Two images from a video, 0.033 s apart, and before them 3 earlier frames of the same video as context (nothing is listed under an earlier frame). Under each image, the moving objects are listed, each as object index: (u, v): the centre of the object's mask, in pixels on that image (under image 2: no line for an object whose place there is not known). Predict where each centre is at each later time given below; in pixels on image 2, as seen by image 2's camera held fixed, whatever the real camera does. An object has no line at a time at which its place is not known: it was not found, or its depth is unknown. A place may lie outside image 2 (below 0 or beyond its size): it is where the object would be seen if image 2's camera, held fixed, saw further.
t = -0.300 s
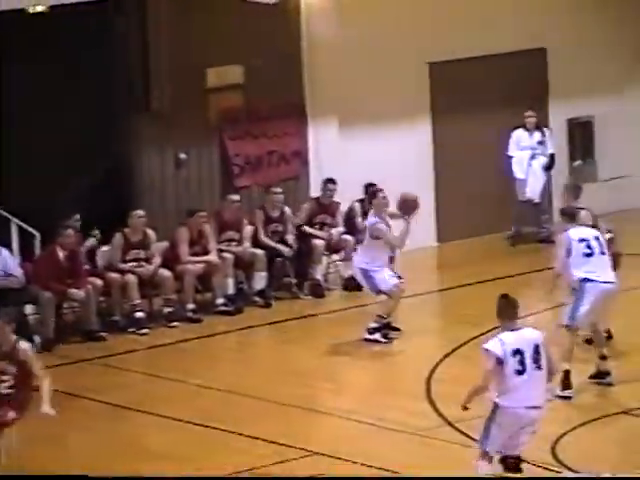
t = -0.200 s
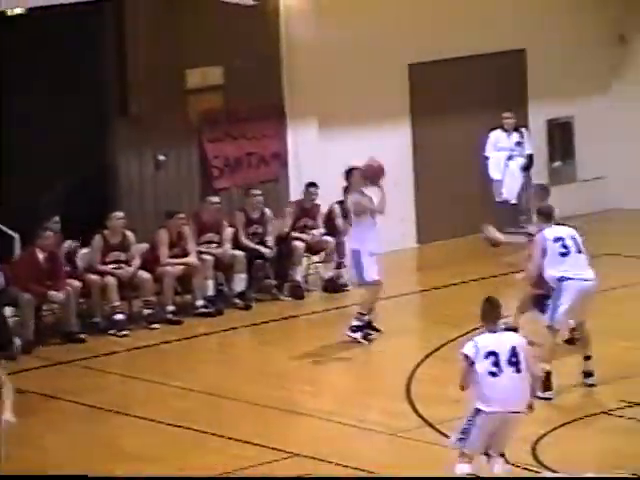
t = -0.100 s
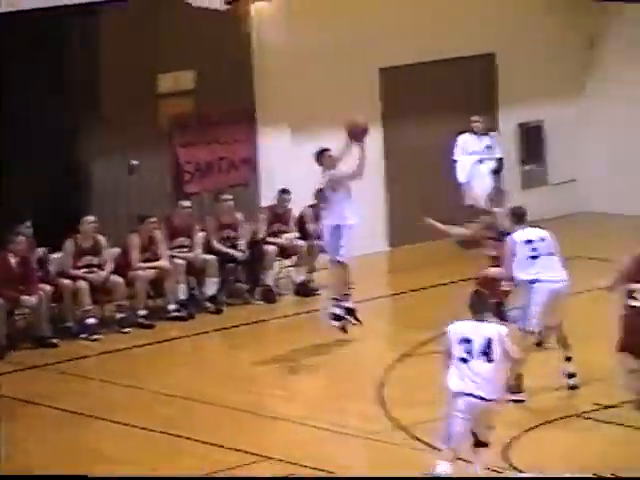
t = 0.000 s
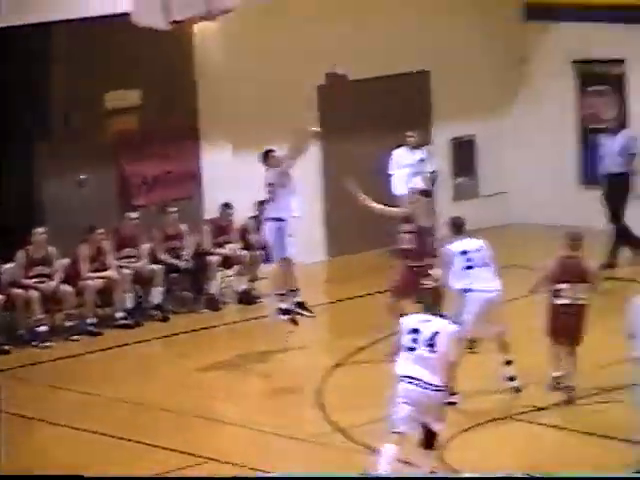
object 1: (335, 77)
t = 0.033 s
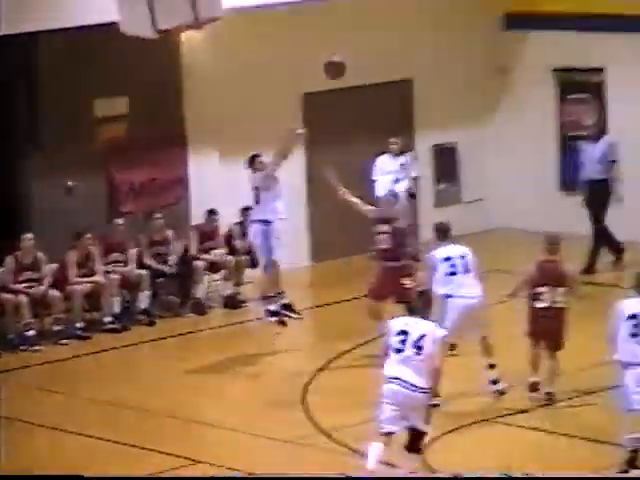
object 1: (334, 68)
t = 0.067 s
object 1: (348, 50)
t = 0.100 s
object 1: (362, 34)
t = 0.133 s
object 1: (376, 17)
